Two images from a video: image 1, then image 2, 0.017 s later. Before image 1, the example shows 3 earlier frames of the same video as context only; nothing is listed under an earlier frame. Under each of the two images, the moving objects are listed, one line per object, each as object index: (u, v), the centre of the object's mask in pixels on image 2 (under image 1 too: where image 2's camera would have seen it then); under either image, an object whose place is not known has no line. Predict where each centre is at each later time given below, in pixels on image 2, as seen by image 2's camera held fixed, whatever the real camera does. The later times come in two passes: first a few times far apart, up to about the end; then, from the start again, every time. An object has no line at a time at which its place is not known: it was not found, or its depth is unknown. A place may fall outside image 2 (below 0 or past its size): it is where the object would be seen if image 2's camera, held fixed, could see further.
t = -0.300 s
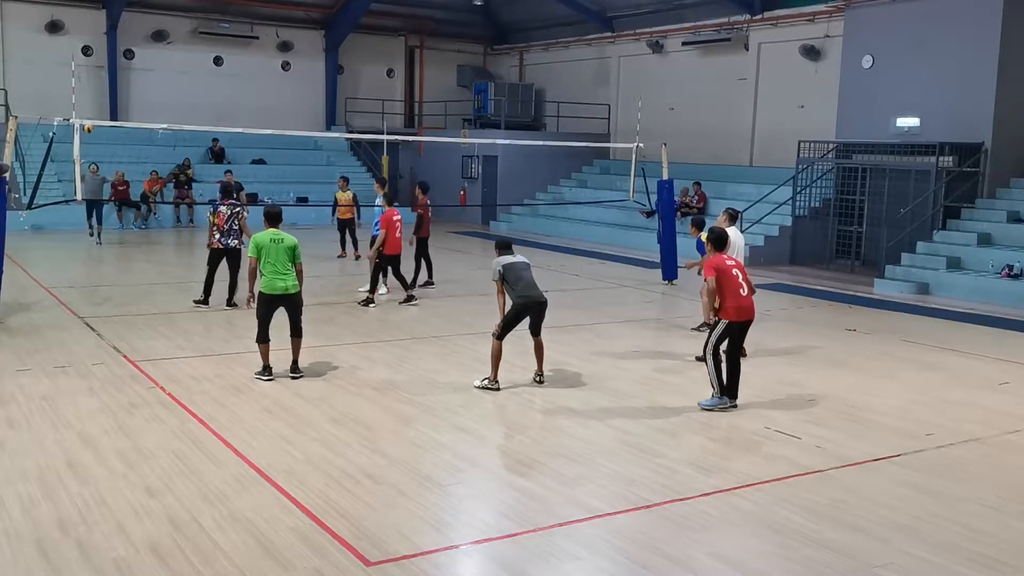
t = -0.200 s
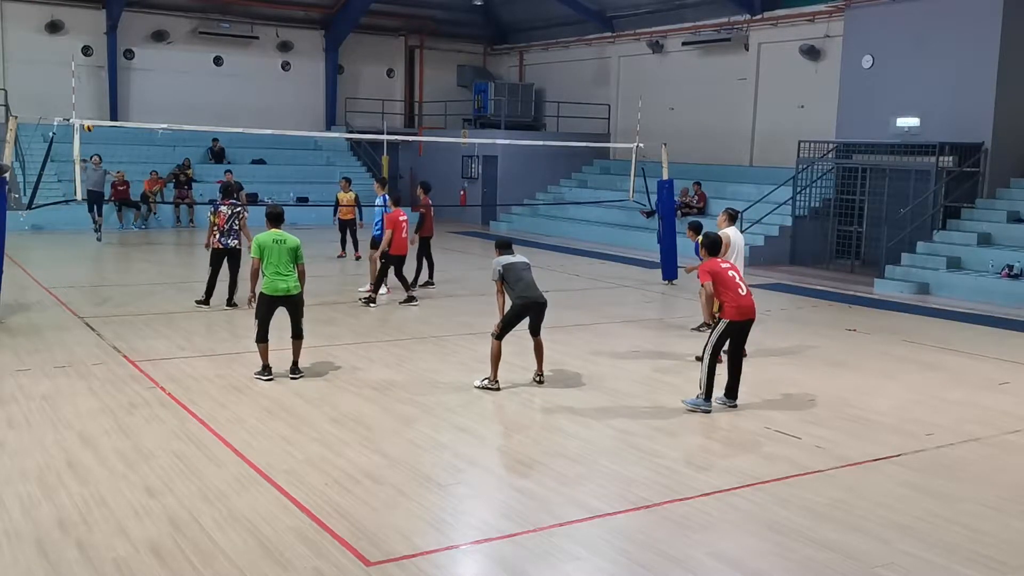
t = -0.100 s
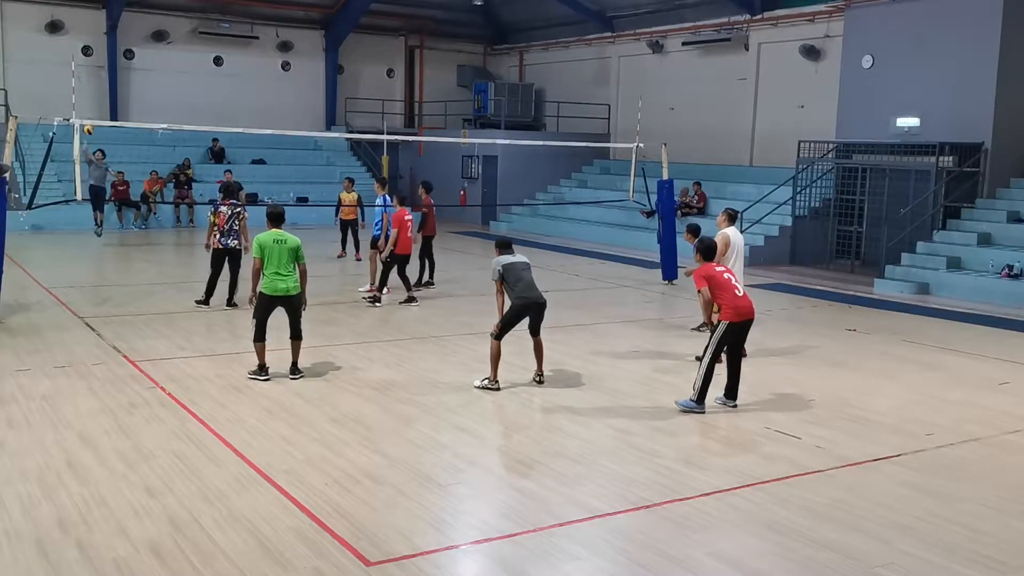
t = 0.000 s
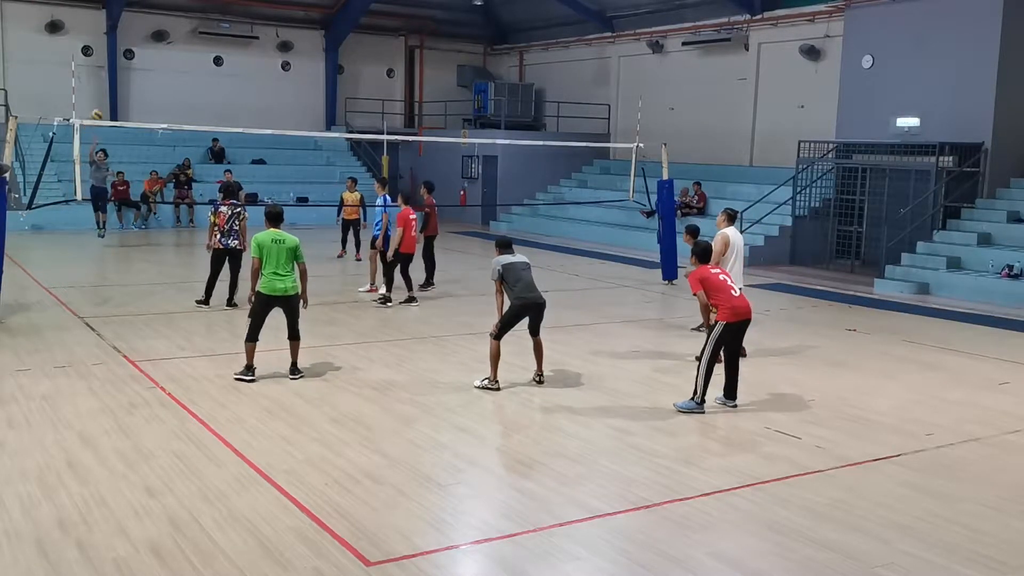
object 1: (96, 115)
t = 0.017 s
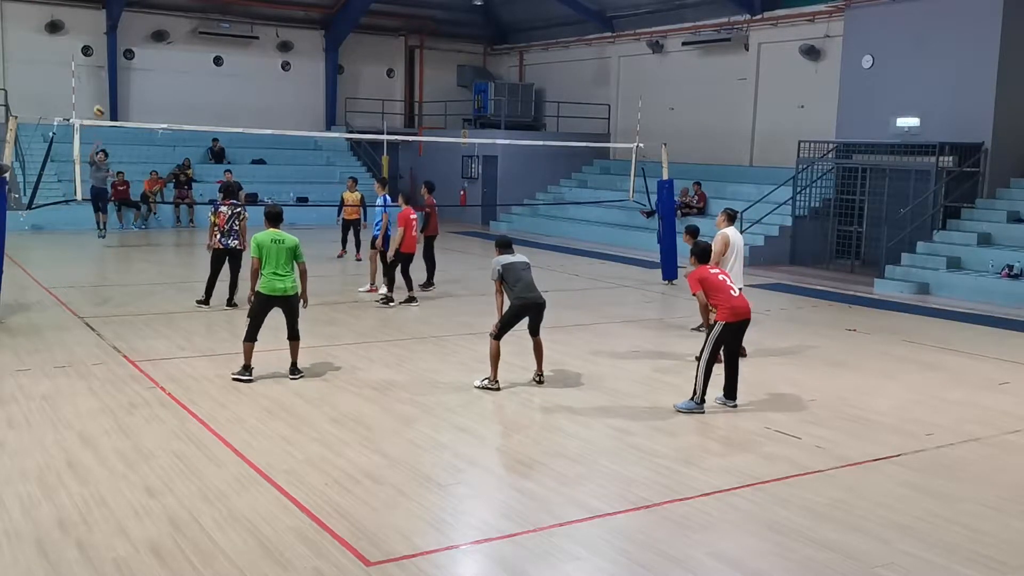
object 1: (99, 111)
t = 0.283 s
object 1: (134, 63)
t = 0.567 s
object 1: (177, 41)
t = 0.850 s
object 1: (219, 67)
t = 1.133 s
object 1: (270, 162)
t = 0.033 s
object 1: (100, 108)
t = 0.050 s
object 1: (103, 104)
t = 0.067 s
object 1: (105, 100)
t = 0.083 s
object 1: (107, 97)
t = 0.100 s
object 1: (109, 93)
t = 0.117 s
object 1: (111, 90)
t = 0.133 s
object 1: (114, 87)
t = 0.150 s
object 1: (116, 84)
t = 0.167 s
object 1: (118, 80)
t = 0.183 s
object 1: (120, 78)
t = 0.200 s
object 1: (122, 75)
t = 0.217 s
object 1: (125, 73)
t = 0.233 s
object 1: (127, 70)
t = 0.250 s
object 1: (130, 68)
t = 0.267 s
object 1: (132, 65)
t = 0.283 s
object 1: (134, 63)
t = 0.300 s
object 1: (137, 61)
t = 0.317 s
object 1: (140, 58)
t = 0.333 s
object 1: (142, 57)
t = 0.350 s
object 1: (145, 54)
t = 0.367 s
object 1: (147, 53)
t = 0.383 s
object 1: (150, 51)
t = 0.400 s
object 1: (152, 49)
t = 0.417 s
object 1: (154, 48)
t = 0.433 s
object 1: (157, 47)
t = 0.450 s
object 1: (159, 46)
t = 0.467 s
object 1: (162, 45)
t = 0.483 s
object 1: (164, 44)
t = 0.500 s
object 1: (167, 43)
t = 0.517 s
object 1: (169, 42)
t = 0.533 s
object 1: (172, 42)
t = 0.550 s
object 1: (174, 41)
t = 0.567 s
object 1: (177, 41)
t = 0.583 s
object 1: (179, 41)
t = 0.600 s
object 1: (182, 41)
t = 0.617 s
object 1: (184, 42)
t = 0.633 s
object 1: (187, 43)
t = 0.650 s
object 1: (189, 43)
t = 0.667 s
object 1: (192, 44)
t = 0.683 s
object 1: (194, 46)
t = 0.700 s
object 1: (196, 47)
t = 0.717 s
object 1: (199, 49)
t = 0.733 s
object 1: (202, 50)
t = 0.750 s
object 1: (204, 52)
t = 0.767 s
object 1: (207, 54)
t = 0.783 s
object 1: (209, 58)
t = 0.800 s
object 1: (214, 60)
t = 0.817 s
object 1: (215, 62)
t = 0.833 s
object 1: (217, 65)
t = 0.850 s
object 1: (219, 67)
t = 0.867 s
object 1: (221, 68)
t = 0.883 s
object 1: (224, 75)
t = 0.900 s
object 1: (227, 80)
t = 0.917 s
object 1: (230, 84)
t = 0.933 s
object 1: (233, 88)
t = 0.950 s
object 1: (236, 93)
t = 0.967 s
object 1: (239, 98)
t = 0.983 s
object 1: (242, 103)
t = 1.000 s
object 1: (245, 108)
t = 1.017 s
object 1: (248, 114)
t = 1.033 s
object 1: (251, 119)
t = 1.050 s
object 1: (254, 126)
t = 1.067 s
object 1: (257, 132)
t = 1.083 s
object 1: (260, 141)
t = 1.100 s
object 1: (263, 147)
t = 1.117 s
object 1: (267, 154)
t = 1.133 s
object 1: (270, 162)
